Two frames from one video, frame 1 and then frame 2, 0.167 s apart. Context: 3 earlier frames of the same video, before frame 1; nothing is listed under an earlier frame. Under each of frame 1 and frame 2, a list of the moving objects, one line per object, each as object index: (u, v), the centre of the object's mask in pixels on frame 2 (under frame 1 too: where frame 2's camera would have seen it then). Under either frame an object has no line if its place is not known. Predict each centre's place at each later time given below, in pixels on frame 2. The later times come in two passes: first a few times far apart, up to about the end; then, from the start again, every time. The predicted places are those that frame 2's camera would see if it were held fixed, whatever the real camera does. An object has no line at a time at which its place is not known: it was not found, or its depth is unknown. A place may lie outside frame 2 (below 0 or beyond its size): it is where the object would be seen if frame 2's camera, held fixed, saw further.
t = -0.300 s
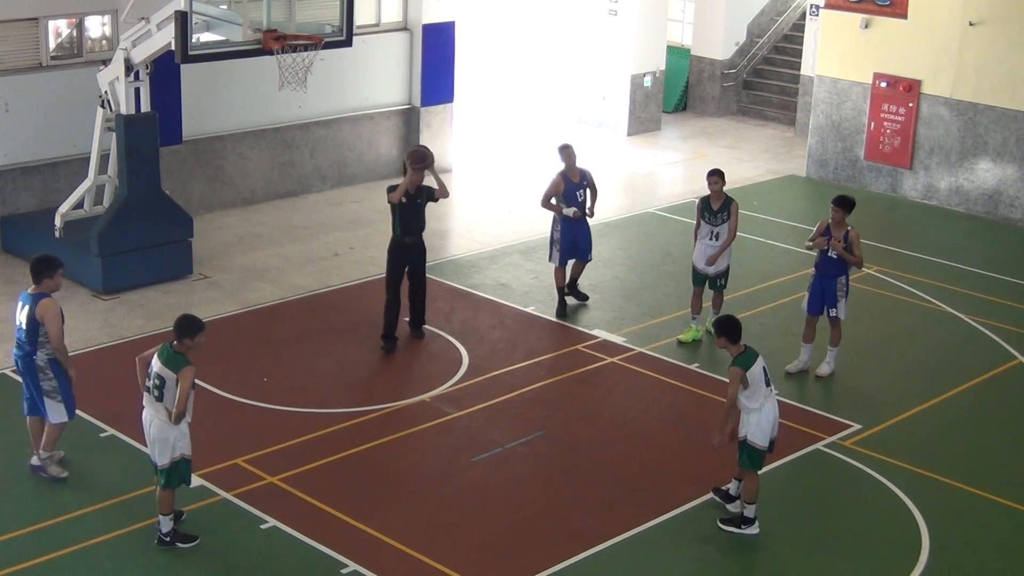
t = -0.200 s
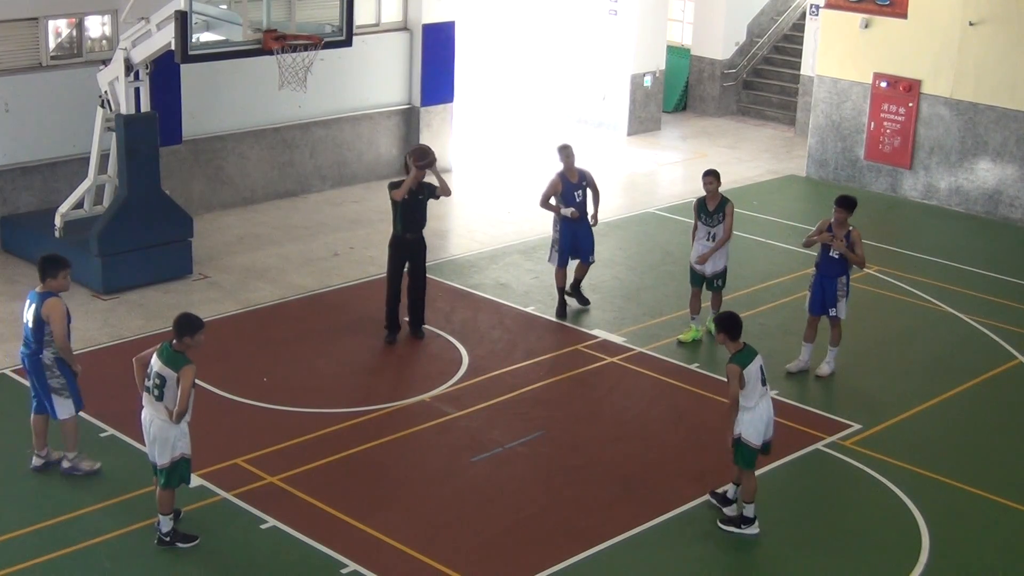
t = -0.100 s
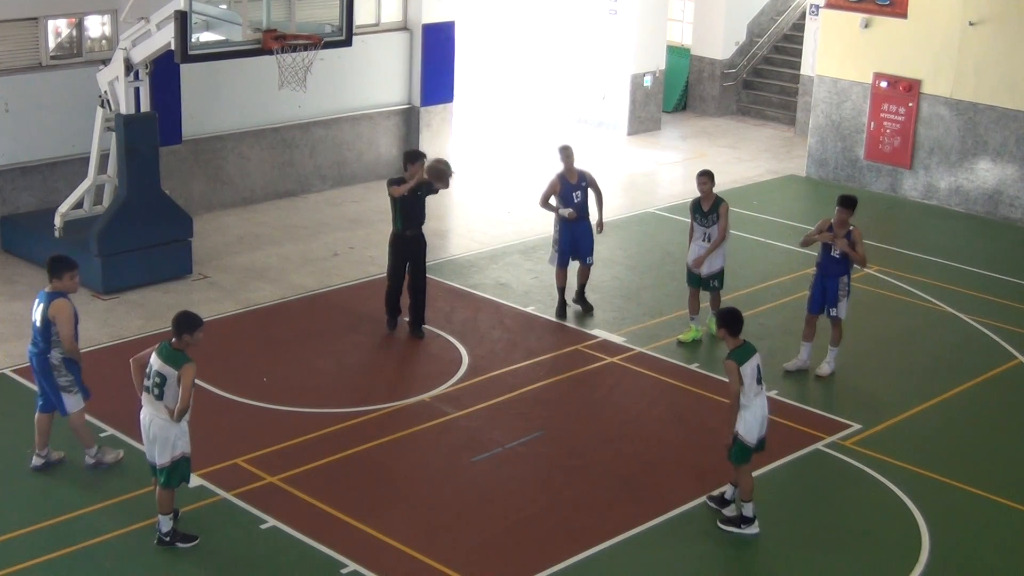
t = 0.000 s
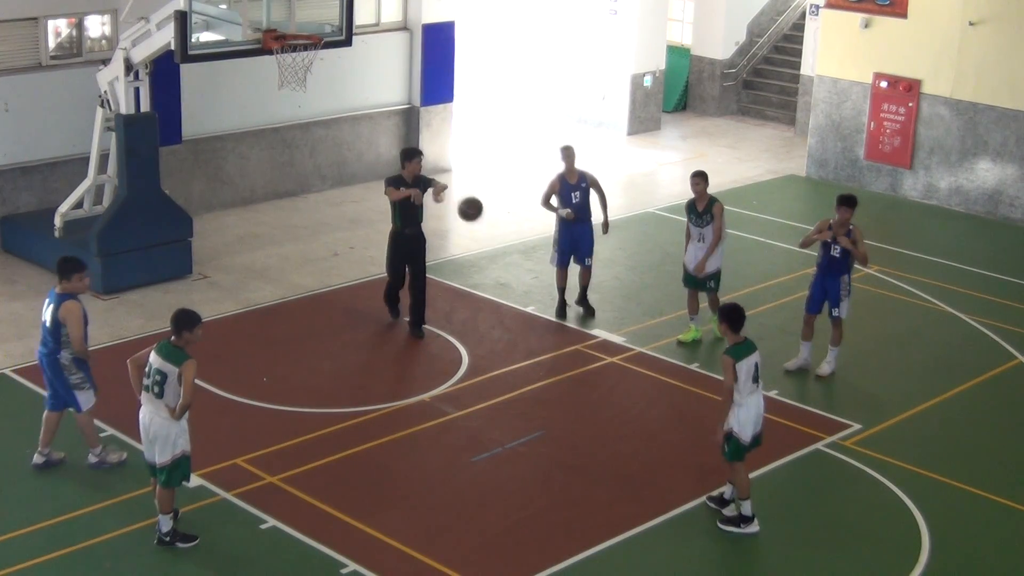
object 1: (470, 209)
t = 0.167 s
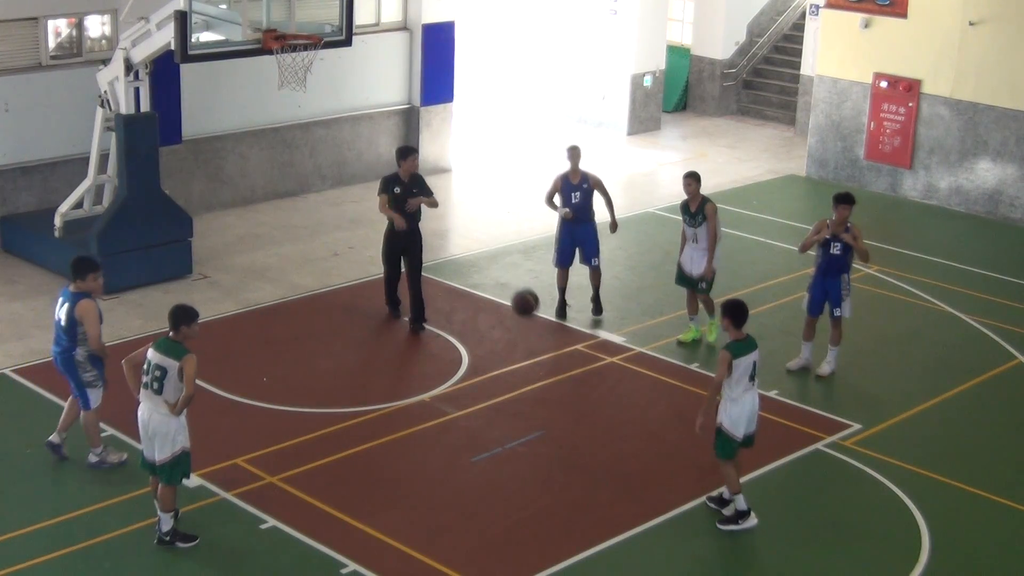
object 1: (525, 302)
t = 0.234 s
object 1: (549, 353)
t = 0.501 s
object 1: (624, 394)
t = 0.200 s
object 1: (536, 326)
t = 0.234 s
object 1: (549, 353)
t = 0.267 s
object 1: (560, 379)
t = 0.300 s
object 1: (572, 408)
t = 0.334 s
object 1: (583, 439)
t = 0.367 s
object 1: (592, 442)
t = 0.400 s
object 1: (599, 428)
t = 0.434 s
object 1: (607, 416)
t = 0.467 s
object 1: (615, 405)
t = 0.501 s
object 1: (624, 394)
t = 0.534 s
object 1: (632, 385)
